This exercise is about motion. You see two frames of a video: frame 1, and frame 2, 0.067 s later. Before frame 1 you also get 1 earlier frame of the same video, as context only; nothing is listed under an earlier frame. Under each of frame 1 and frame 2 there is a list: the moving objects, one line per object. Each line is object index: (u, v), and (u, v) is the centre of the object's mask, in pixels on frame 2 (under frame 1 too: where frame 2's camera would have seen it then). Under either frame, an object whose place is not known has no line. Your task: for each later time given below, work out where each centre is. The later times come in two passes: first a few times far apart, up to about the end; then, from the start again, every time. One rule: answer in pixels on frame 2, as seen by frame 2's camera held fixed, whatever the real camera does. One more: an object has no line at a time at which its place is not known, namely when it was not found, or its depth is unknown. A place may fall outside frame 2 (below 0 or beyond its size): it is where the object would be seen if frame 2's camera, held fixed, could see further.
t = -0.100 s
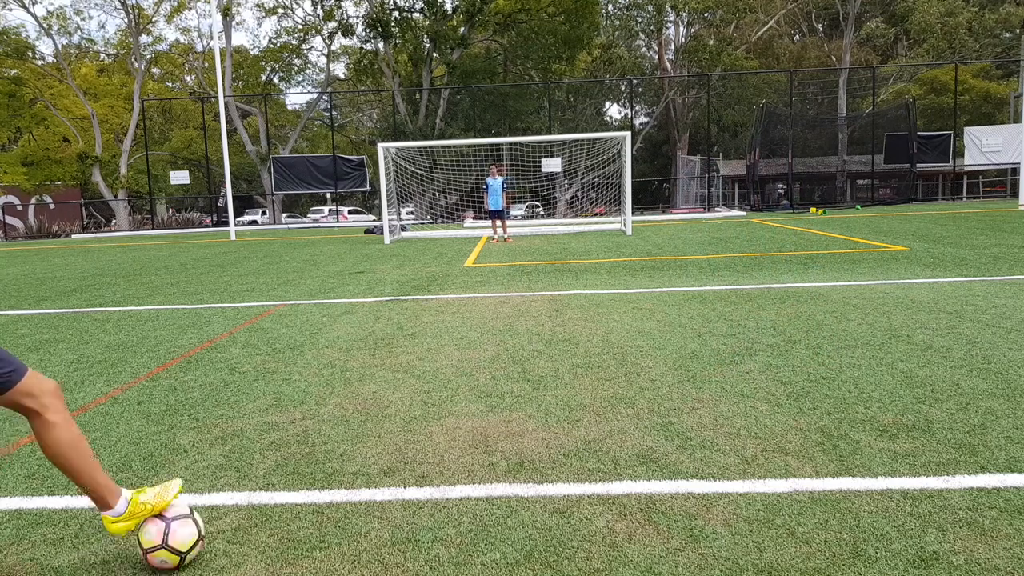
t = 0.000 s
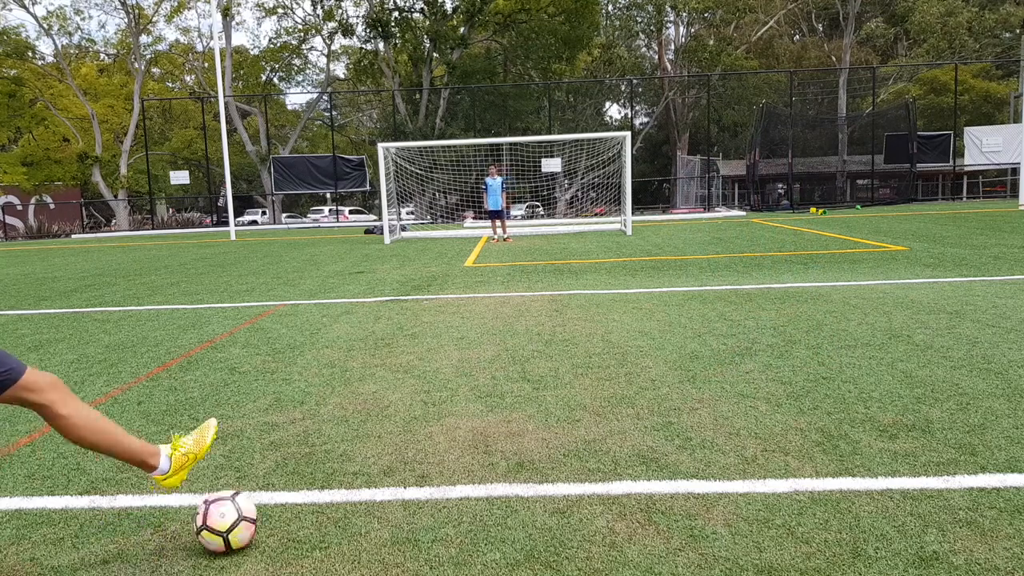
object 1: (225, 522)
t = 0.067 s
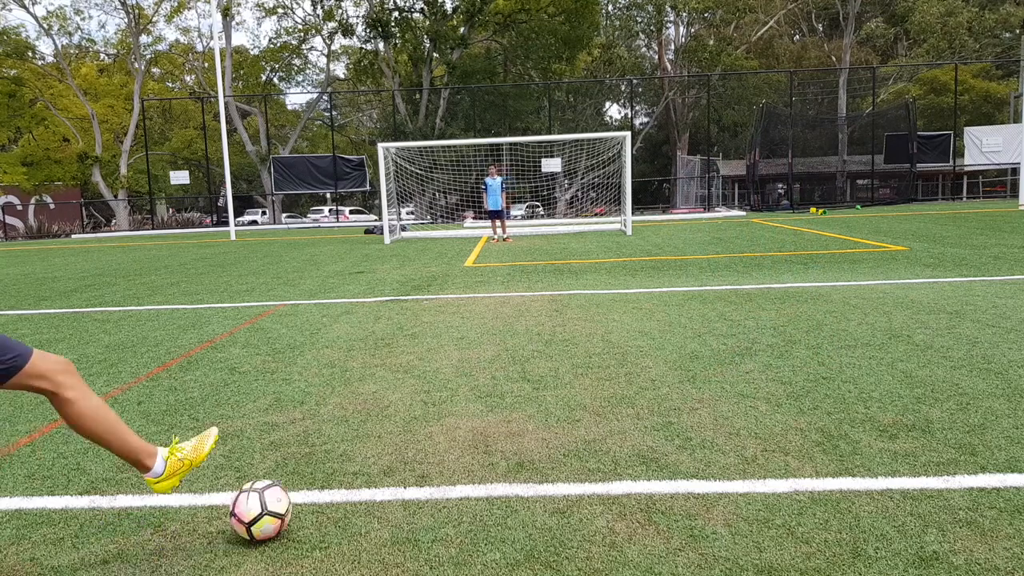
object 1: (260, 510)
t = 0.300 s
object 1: (369, 481)
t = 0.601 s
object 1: (476, 452)
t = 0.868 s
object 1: (551, 431)
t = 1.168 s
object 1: (620, 414)
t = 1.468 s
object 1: (675, 400)
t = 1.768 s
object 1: (722, 390)
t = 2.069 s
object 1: (762, 381)
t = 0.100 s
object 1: (277, 507)
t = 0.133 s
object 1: (293, 502)
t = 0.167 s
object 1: (310, 498)
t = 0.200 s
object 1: (326, 494)
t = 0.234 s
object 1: (340, 489)
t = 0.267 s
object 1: (355, 485)
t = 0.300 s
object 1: (369, 481)
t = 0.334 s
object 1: (381, 477)
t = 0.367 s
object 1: (394, 473)
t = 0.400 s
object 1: (407, 469)
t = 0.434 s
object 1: (418, 467)
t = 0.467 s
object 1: (430, 464)
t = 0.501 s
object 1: (442, 461)
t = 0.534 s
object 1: (454, 458)
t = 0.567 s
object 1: (465, 454)
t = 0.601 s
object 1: (476, 452)
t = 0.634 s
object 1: (486, 449)
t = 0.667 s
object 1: (496, 447)
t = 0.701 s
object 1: (506, 444)
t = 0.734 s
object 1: (516, 441)
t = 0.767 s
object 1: (525, 438)
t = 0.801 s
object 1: (534, 437)
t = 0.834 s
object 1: (542, 435)
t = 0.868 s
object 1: (551, 431)
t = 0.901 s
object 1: (560, 430)
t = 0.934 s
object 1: (568, 428)
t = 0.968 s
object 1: (576, 425)
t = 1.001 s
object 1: (584, 423)
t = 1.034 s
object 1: (592, 421)
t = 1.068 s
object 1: (599, 420)
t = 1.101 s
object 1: (606, 417)
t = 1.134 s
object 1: (614, 415)
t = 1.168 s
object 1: (620, 414)
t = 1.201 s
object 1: (627, 413)
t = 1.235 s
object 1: (634, 410)
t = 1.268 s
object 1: (640, 409)
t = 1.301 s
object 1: (646, 407)
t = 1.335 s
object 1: (651, 405)
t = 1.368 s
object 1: (657, 404)
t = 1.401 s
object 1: (663, 403)
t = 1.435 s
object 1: (669, 401)
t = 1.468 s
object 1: (675, 400)
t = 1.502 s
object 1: (681, 399)
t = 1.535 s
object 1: (686, 398)
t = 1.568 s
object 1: (692, 396)
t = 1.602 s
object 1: (697, 395)
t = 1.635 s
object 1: (703, 394)
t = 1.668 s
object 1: (707, 393)
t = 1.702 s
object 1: (712, 391)
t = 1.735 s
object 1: (717, 391)
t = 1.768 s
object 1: (722, 390)
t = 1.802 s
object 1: (727, 389)
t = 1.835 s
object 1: (732, 387)
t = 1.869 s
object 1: (737, 386)
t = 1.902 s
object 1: (741, 386)
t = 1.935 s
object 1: (745, 385)
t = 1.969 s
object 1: (749, 384)
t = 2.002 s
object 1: (754, 383)
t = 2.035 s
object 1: (758, 382)
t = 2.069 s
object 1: (762, 381)
